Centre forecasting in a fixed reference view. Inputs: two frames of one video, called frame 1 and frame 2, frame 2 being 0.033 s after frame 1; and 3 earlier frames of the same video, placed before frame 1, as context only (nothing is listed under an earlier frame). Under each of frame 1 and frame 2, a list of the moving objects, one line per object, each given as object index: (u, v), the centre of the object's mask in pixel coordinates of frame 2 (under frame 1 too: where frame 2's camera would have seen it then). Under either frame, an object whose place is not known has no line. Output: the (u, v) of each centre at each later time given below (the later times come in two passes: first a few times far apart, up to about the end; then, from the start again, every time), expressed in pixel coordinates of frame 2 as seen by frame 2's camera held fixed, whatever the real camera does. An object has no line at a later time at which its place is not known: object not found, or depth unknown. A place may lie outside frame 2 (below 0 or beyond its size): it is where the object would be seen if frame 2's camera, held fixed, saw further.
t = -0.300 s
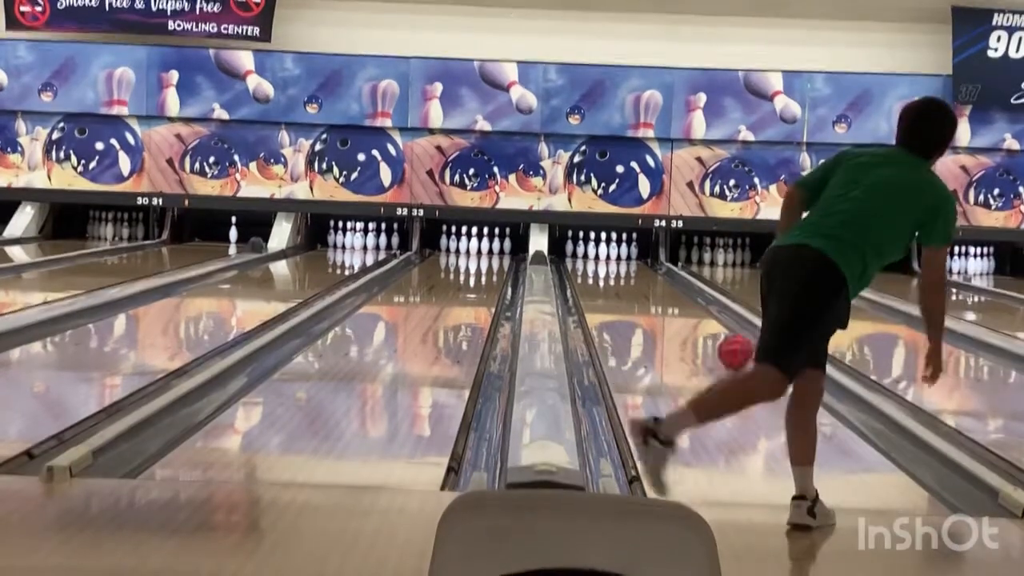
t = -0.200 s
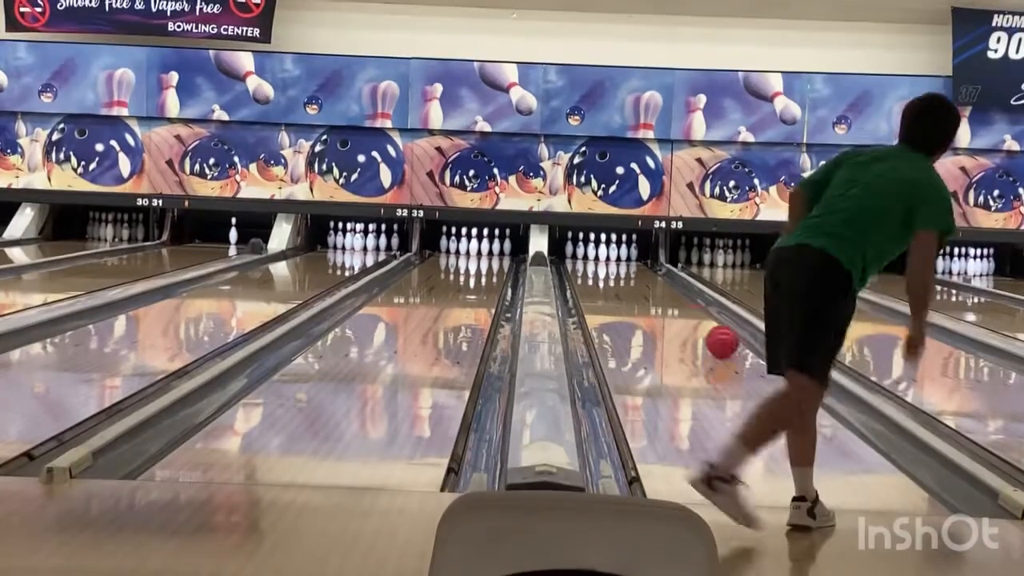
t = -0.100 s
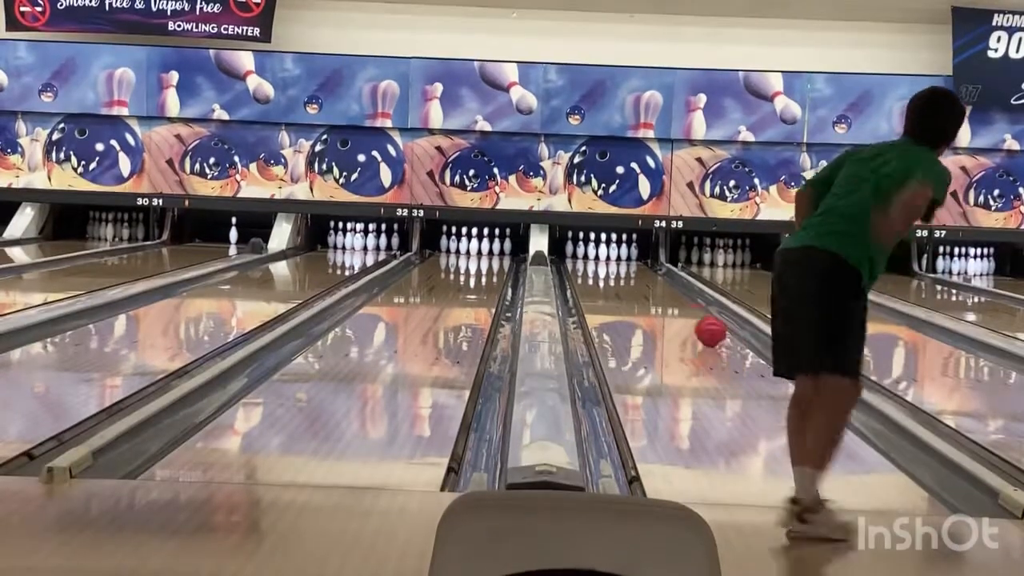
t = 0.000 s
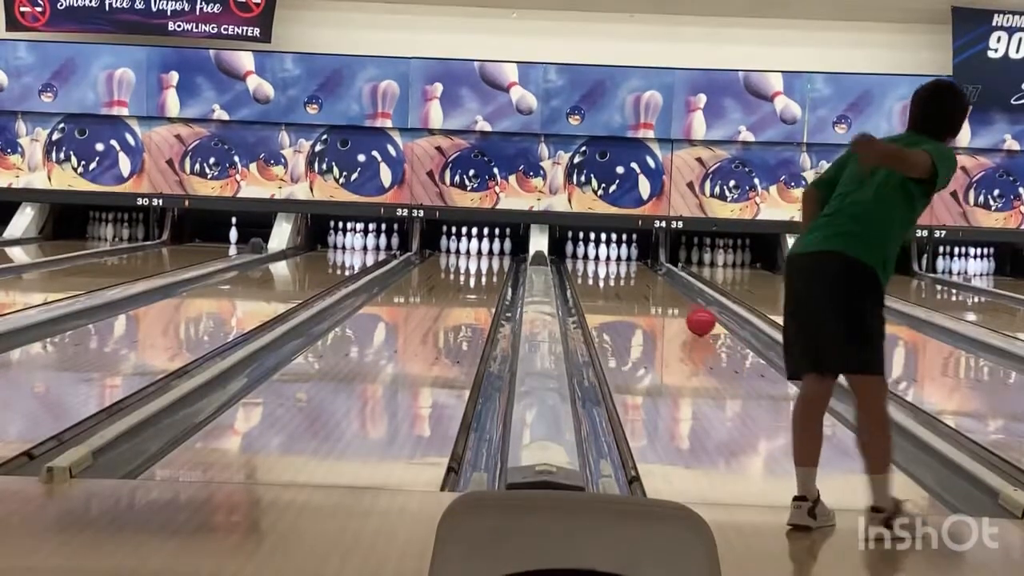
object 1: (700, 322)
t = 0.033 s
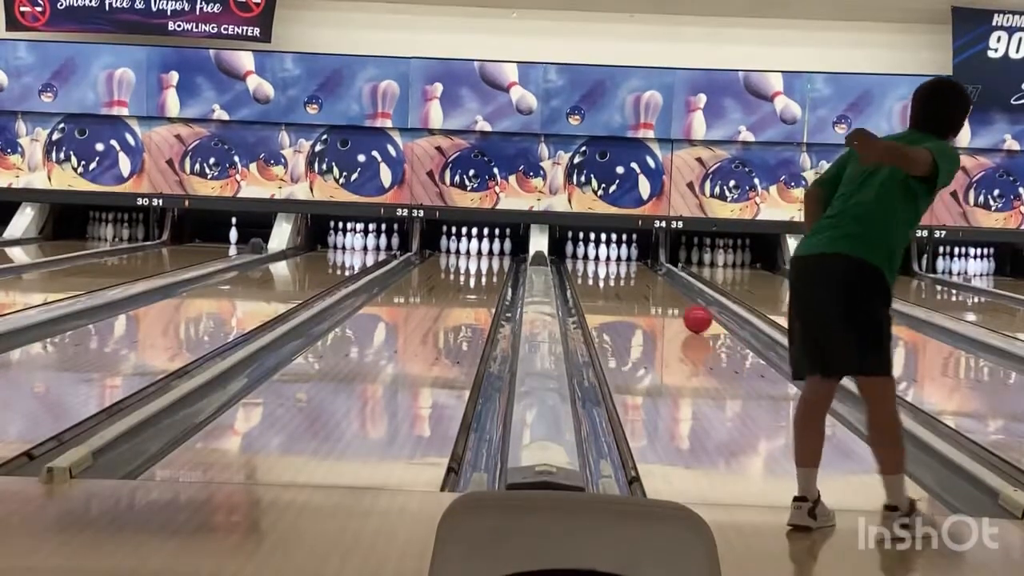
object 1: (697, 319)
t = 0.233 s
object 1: (680, 303)
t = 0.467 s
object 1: (664, 291)
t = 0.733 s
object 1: (649, 278)
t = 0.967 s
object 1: (637, 270)
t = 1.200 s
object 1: (626, 263)
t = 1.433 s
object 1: (615, 256)
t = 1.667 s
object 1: (610, 253)
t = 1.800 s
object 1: (612, 251)
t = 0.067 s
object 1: (694, 317)
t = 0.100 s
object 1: (692, 312)
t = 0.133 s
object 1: (689, 310)
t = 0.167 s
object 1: (686, 308)
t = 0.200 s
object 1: (683, 306)
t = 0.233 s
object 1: (680, 303)
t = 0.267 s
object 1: (678, 301)
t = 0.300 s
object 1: (676, 299)
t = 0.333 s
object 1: (673, 297)
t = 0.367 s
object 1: (671, 295)
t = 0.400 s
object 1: (669, 294)
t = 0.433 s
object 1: (666, 292)
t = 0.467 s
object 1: (664, 291)
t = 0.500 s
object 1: (662, 289)
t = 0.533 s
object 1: (660, 287)
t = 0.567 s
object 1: (659, 286)
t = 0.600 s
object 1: (656, 284)
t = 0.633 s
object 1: (654, 283)
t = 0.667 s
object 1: (652, 280)
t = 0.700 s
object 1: (651, 280)
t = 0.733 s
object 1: (649, 278)
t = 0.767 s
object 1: (647, 276)
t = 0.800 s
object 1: (646, 276)
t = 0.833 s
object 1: (644, 275)
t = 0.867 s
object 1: (642, 273)
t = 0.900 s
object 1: (640, 271)
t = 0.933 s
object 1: (638, 271)
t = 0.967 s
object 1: (637, 270)
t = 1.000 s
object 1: (635, 268)
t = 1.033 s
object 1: (634, 267)
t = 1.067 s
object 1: (633, 267)
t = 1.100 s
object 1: (632, 265)
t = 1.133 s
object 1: (630, 264)
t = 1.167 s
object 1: (628, 264)
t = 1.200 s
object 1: (626, 263)
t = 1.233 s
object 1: (625, 261)
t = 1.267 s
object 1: (623, 261)
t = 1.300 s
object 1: (621, 259)
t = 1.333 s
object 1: (620, 258)
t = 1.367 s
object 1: (618, 258)
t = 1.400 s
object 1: (616, 257)
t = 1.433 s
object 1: (615, 256)
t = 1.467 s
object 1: (613, 256)
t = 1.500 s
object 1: (612, 255)
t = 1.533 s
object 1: (611, 254)
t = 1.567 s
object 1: (611, 253)
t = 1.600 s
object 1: (611, 253)
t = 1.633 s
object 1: (610, 252)
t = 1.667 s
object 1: (610, 253)
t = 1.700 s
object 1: (611, 252)
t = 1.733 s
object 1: (612, 252)
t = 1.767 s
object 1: (612, 252)
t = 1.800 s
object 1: (612, 251)
